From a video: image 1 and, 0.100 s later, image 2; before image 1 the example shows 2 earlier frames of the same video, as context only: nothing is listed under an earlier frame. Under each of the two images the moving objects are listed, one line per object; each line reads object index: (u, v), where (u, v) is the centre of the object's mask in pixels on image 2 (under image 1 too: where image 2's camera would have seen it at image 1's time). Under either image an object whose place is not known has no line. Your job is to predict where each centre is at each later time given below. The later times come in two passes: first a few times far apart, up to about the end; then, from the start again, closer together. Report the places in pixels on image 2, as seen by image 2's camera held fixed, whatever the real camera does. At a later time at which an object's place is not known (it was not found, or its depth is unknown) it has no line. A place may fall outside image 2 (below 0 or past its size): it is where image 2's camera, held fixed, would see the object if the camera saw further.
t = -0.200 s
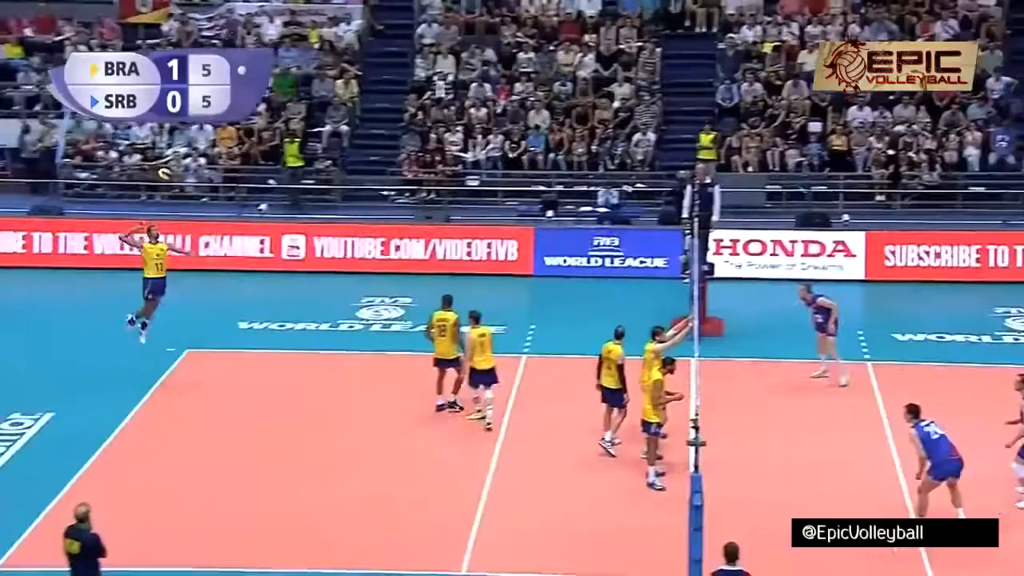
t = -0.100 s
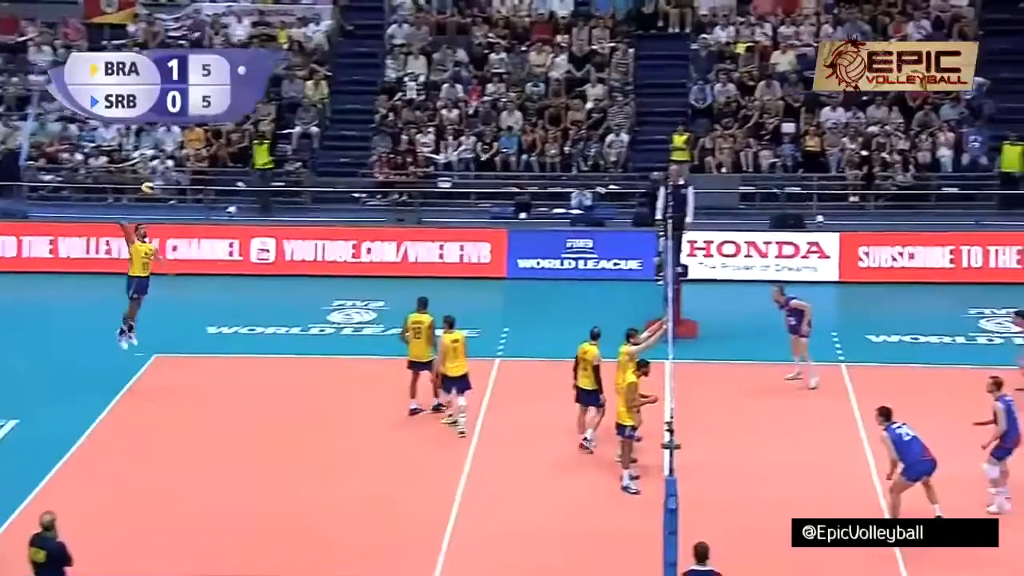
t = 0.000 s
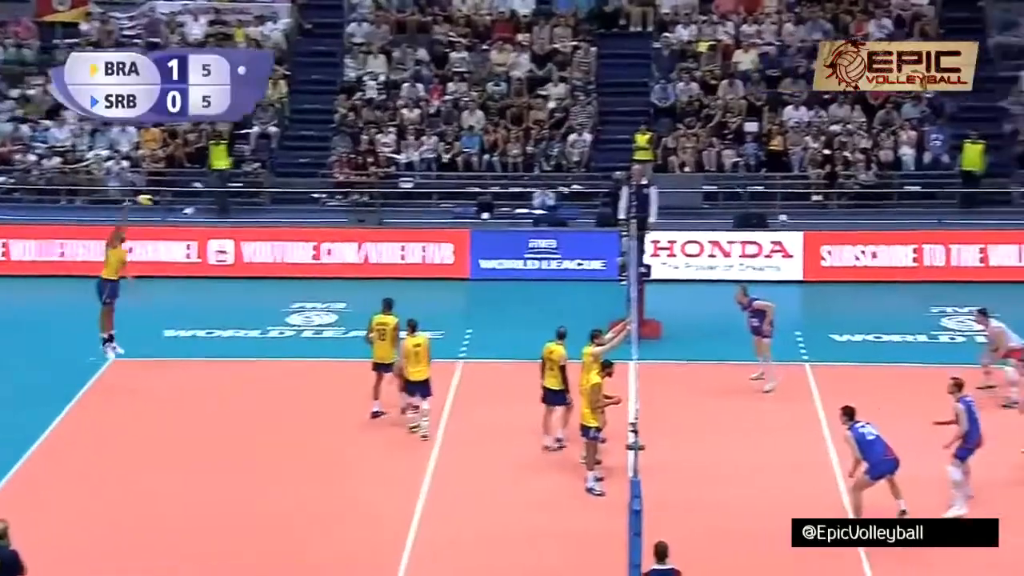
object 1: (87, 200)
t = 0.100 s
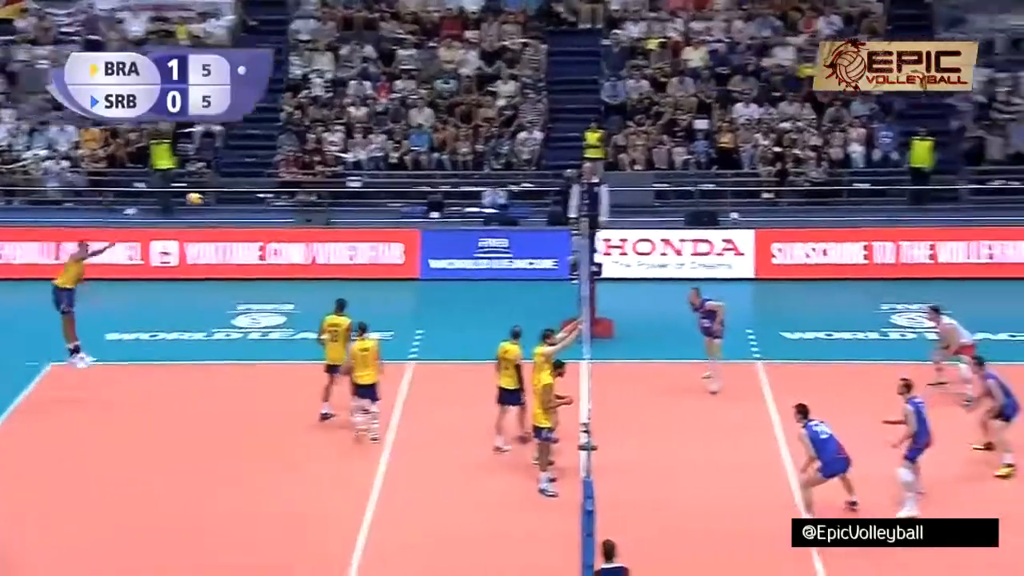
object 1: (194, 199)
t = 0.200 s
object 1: (300, 204)
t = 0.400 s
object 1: (506, 233)
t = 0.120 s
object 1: (216, 199)
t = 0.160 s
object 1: (259, 200)
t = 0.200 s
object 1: (300, 204)
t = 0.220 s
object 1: (321, 206)
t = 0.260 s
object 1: (363, 210)
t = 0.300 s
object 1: (405, 216)
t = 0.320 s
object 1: (425, 219)
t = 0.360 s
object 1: (465, 227)
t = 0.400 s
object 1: (506, 233)
